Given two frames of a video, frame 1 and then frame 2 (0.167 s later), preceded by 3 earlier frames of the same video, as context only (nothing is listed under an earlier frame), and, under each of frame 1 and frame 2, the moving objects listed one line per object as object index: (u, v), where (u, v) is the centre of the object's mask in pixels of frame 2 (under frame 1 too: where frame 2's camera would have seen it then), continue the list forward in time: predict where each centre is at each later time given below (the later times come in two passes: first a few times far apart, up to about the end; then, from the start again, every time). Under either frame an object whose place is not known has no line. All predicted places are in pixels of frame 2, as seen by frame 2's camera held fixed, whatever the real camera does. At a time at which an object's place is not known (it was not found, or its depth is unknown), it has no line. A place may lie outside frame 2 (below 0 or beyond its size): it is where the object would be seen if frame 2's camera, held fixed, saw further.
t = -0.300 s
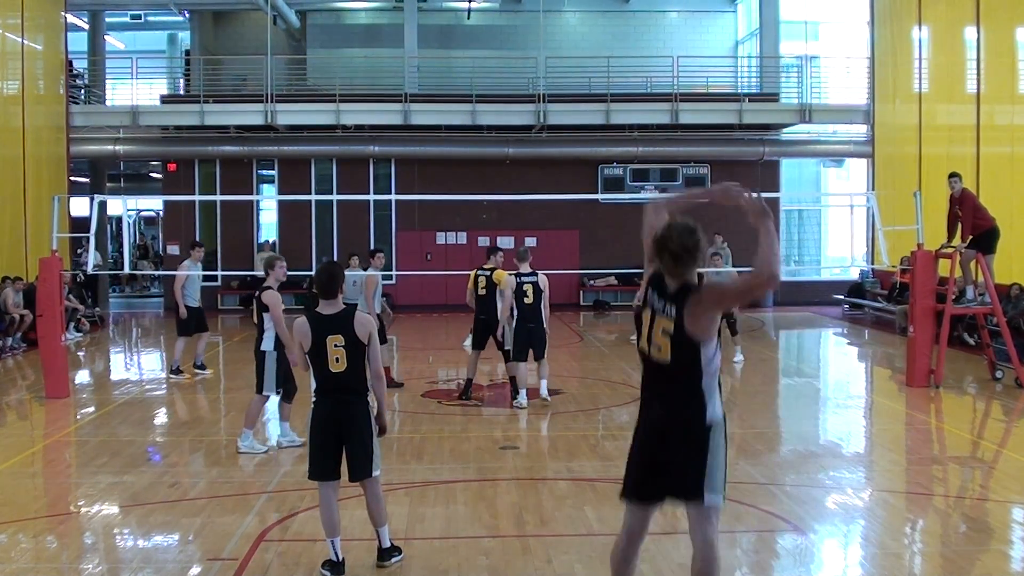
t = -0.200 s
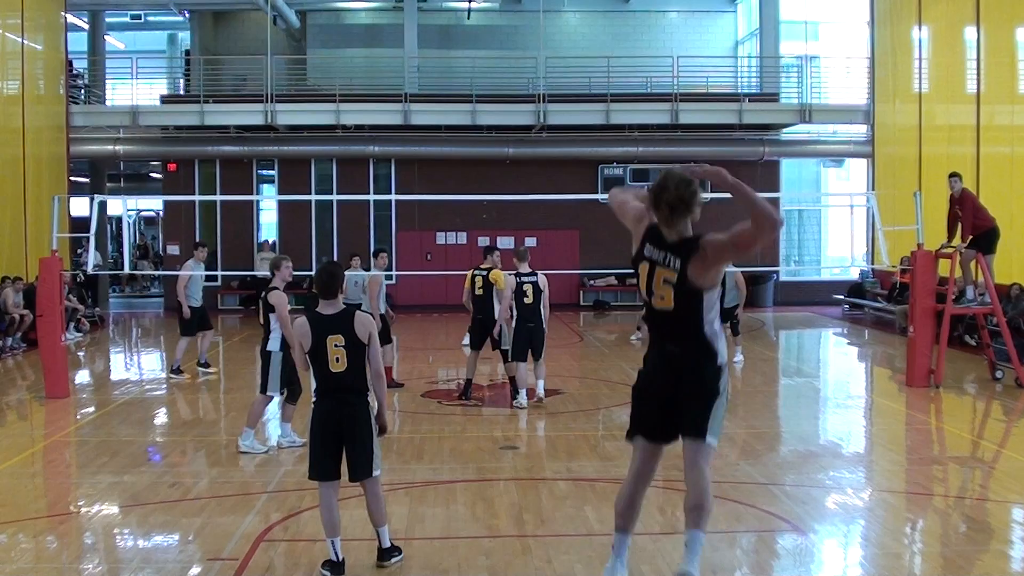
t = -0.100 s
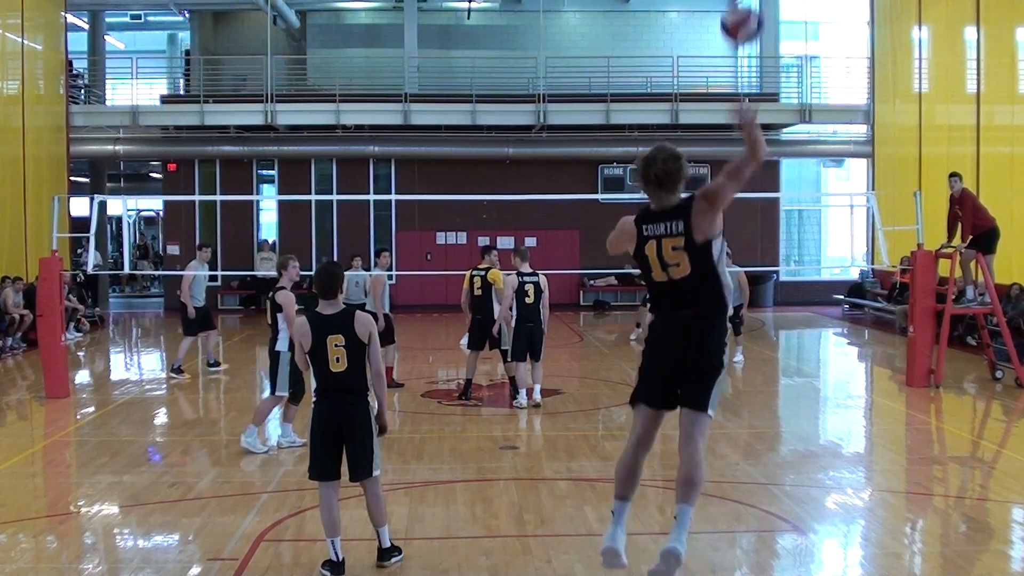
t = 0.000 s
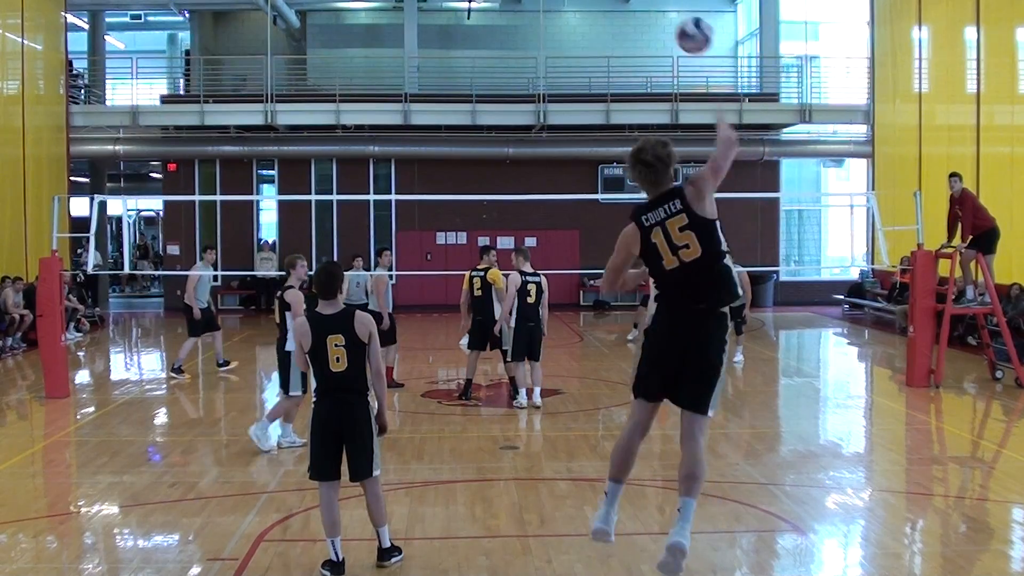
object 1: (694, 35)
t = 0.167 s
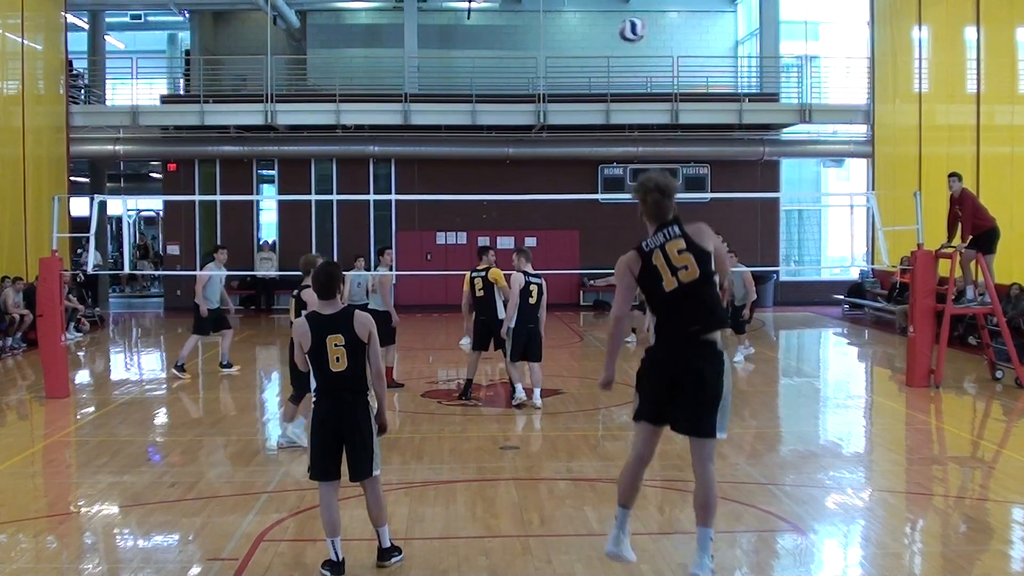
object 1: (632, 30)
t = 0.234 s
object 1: (617, 42)
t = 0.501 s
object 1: (576, 124)
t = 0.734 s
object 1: (555, 216)
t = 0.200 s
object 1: (624, 35)
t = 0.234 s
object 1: (617, 42)
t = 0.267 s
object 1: (609, 49)
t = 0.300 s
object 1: (604, 58)
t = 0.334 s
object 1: (598, 67)
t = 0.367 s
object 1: (593, 77)
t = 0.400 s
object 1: (589, 89)
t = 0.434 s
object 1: (584, 99)
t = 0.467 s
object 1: (580, 111)
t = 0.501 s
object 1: (576, 124)
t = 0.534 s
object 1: (573, 136)
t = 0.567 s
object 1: (569, 148)
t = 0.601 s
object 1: (566, 162)
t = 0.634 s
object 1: (563, 175)
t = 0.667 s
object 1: (560, 187)
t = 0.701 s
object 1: (558, 204)
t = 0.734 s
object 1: (555, 216)
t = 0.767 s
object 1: (553, 229)
